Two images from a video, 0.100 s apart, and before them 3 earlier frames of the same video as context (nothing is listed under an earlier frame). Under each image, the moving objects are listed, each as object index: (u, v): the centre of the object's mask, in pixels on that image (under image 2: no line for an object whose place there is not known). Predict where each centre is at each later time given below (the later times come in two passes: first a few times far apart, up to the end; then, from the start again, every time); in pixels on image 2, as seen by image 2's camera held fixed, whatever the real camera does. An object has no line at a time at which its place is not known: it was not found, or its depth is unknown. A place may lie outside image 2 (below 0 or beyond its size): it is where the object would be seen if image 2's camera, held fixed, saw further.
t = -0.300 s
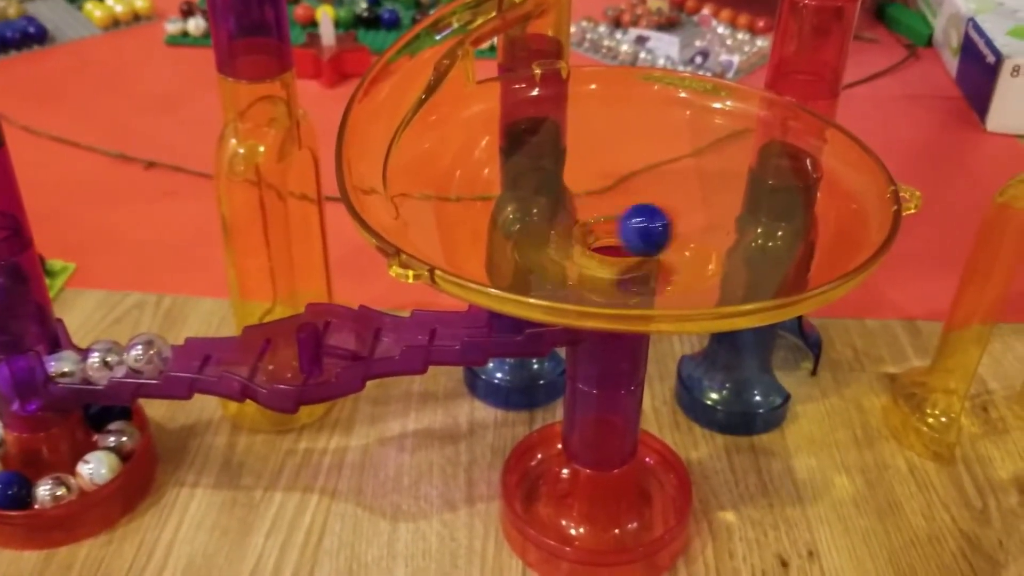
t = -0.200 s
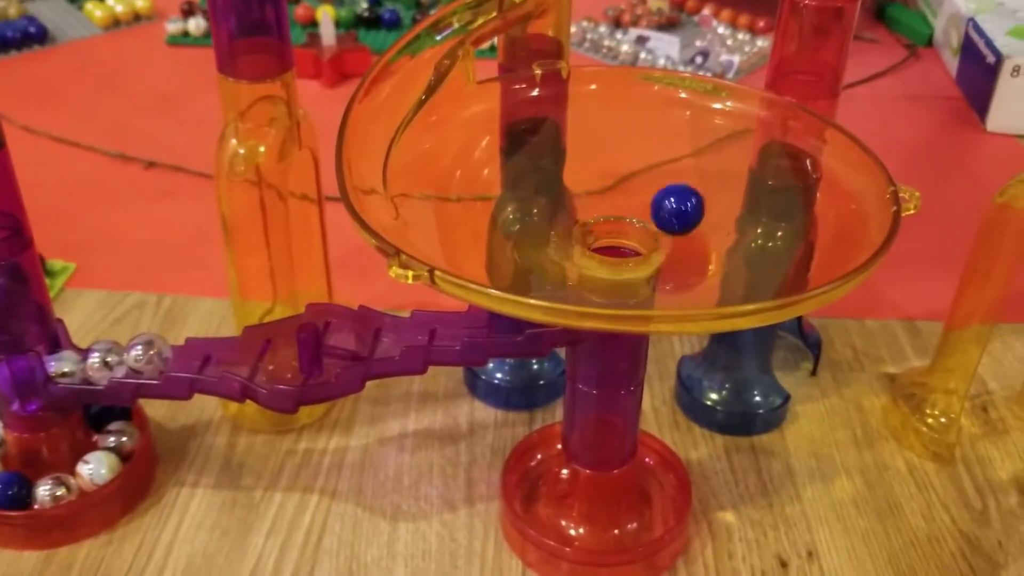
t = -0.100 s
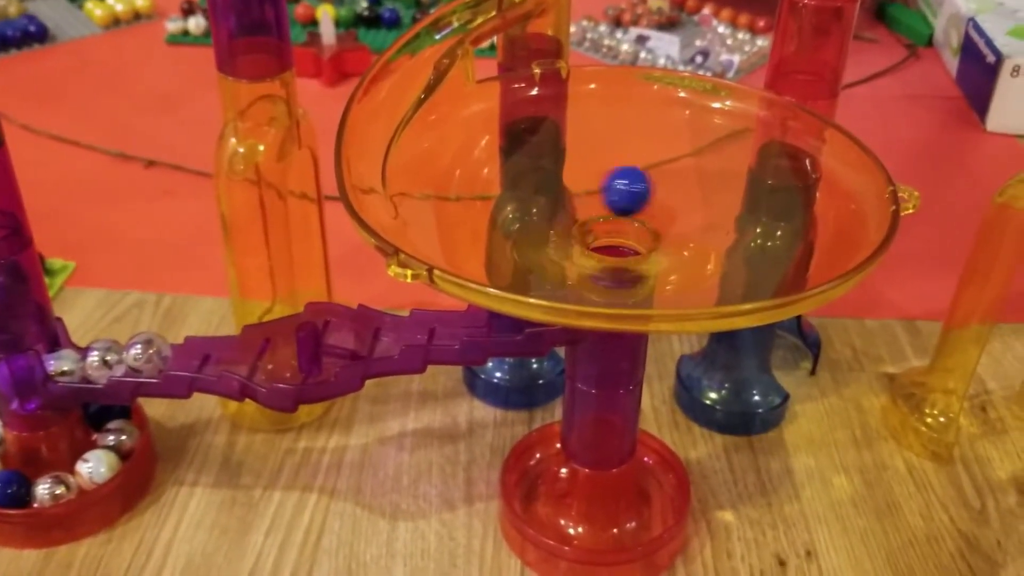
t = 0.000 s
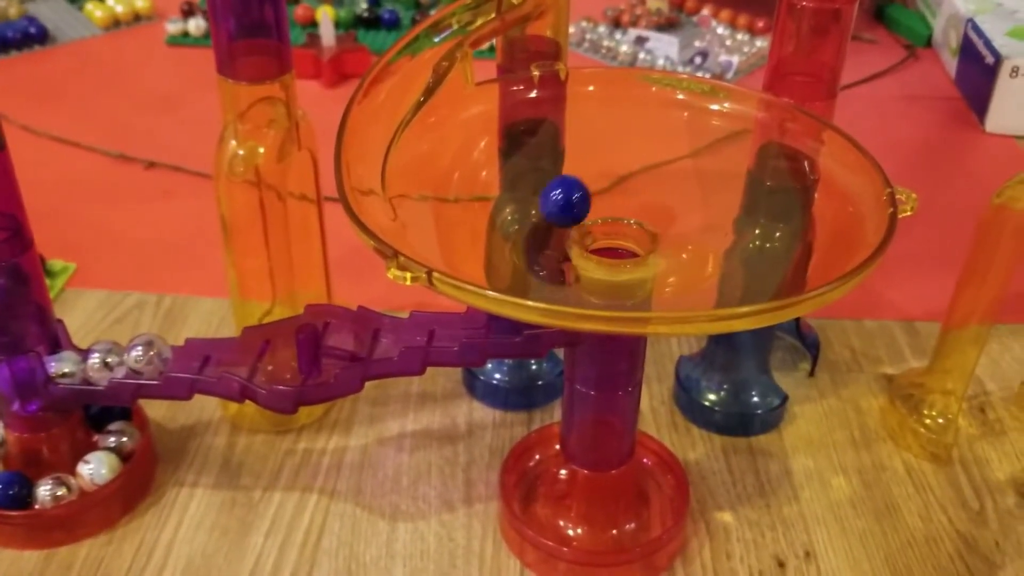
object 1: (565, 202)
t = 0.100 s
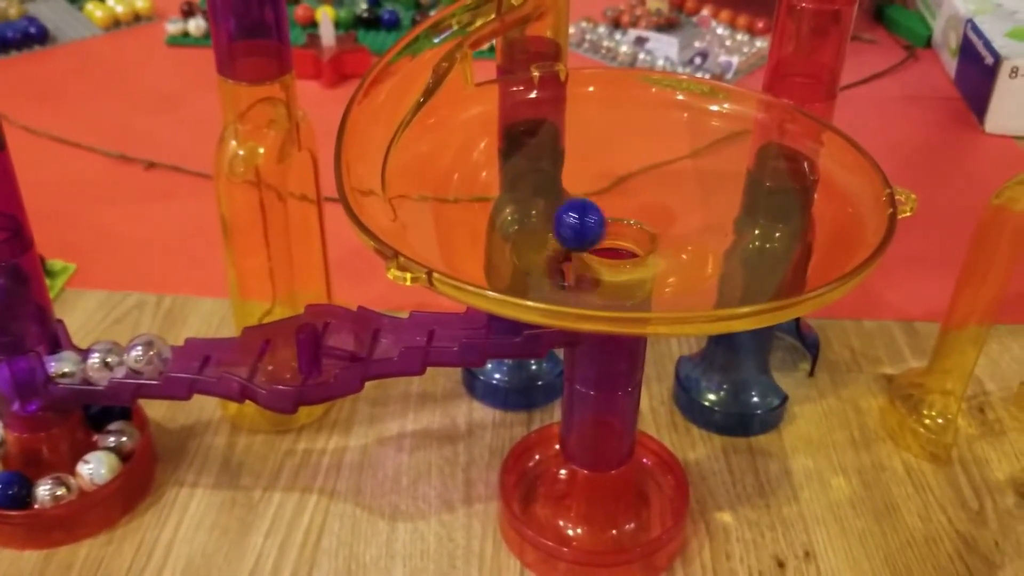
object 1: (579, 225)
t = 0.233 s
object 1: (646, 210)
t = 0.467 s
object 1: (582, 206)
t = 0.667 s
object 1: (665, 205)
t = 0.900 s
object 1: (580, 221)
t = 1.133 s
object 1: (591, 191)
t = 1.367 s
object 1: (610, 210)
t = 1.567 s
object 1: (626, 233)
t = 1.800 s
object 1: (612, 234)
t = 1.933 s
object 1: (611, 245)
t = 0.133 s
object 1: (599, 230)
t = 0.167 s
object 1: (622, 232)
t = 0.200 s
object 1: (642, 225)
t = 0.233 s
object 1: (646, 210)
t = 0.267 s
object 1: (639, 193)
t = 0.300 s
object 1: (627, 183)
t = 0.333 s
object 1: (614, 177)
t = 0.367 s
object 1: (601, 176)
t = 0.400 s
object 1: (590, 182)
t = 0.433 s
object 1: (583, 192)
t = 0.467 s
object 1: (582, 206)
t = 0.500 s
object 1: (592, 222)
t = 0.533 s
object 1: (615, 230)
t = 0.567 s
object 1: (641, 229)
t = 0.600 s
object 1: (659, 222)
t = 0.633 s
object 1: (667, 214)
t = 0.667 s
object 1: (665, 205)
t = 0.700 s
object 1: (653, 197)
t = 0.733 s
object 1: (633, 193)
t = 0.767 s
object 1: (611, 194)
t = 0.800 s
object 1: (590, 198)
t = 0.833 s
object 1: (578, 205)
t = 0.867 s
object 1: (574, 213)
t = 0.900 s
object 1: (580, 221)
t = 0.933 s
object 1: (594, 227)
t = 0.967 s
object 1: (614, 230)
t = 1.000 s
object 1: (633, 228)
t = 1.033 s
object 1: (641, 219)
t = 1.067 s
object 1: (628, 204)
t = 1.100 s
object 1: (609, 195)
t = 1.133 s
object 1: (591, 191)
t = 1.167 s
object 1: (579, 193)
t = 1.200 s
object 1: (575, 199)
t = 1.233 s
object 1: (578, 209)
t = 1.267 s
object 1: (591, 220)
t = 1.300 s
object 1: (617, 231)
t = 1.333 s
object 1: (631, 222)
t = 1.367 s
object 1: (610, 210)
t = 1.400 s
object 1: (595, 212)
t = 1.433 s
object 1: (595, 220)
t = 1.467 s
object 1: (614, 233)
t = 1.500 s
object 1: (622, 228)
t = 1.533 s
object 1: (604, 232)
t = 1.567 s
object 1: (626, 233)
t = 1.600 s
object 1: (614, 228)
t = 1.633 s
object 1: (612, 237)
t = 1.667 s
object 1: (615, 231)
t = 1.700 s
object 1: (613, 237)
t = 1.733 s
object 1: (613, 234)
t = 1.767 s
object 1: (613, 239)
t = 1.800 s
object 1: (612, 234)
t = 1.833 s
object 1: (612, 239)
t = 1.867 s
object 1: (612, 237)
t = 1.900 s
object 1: (614, 241)
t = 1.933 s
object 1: (611, 245)
